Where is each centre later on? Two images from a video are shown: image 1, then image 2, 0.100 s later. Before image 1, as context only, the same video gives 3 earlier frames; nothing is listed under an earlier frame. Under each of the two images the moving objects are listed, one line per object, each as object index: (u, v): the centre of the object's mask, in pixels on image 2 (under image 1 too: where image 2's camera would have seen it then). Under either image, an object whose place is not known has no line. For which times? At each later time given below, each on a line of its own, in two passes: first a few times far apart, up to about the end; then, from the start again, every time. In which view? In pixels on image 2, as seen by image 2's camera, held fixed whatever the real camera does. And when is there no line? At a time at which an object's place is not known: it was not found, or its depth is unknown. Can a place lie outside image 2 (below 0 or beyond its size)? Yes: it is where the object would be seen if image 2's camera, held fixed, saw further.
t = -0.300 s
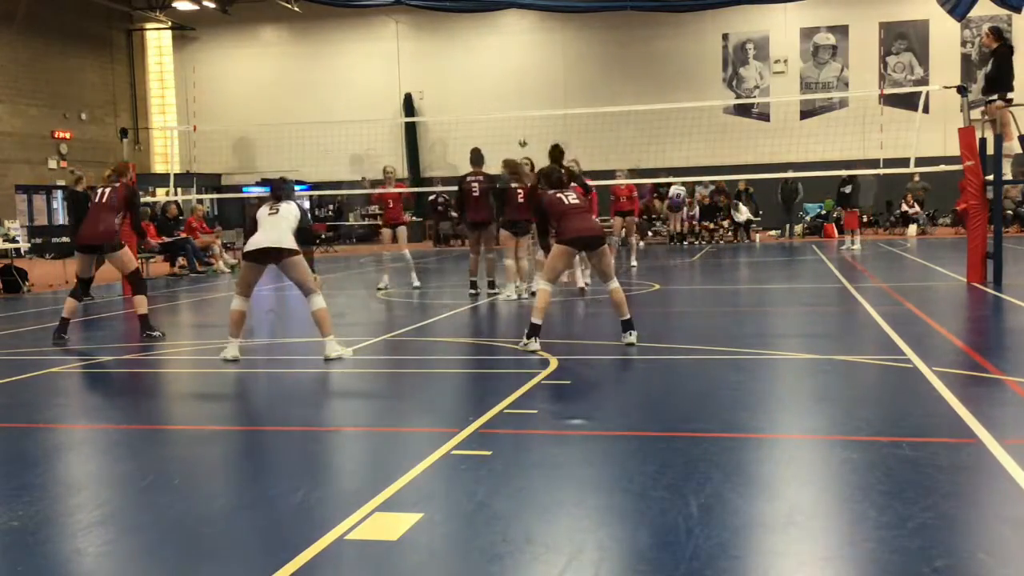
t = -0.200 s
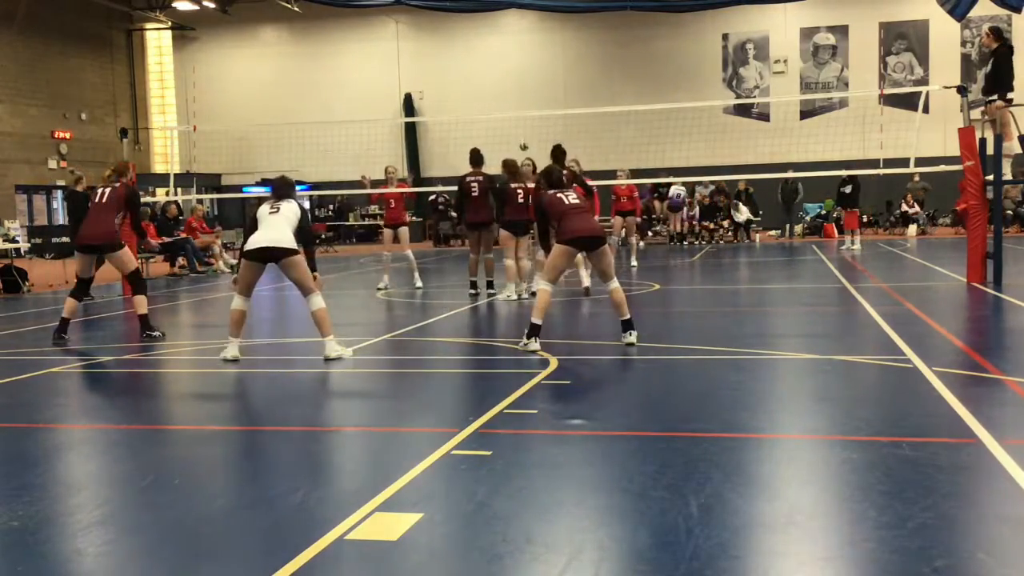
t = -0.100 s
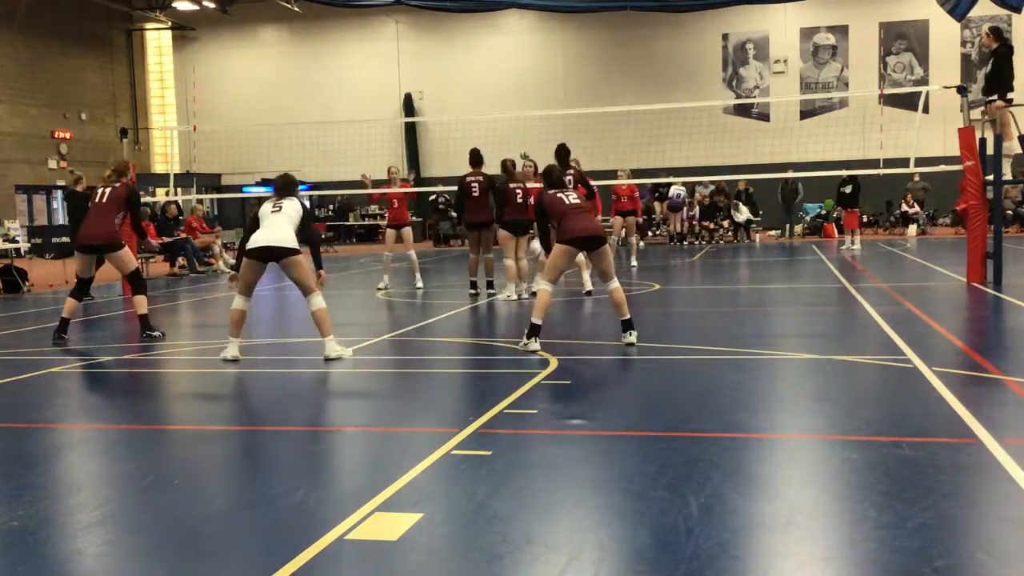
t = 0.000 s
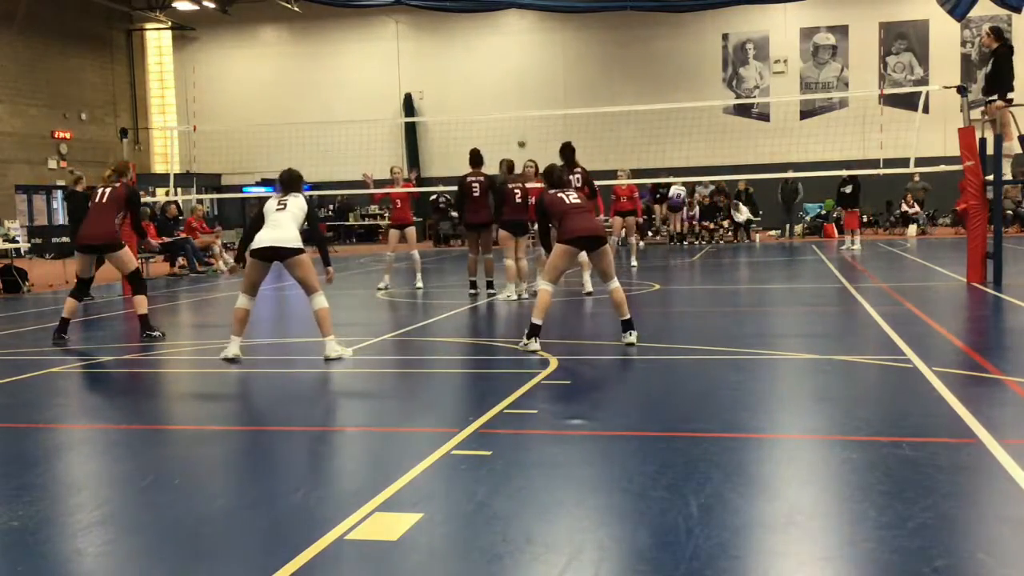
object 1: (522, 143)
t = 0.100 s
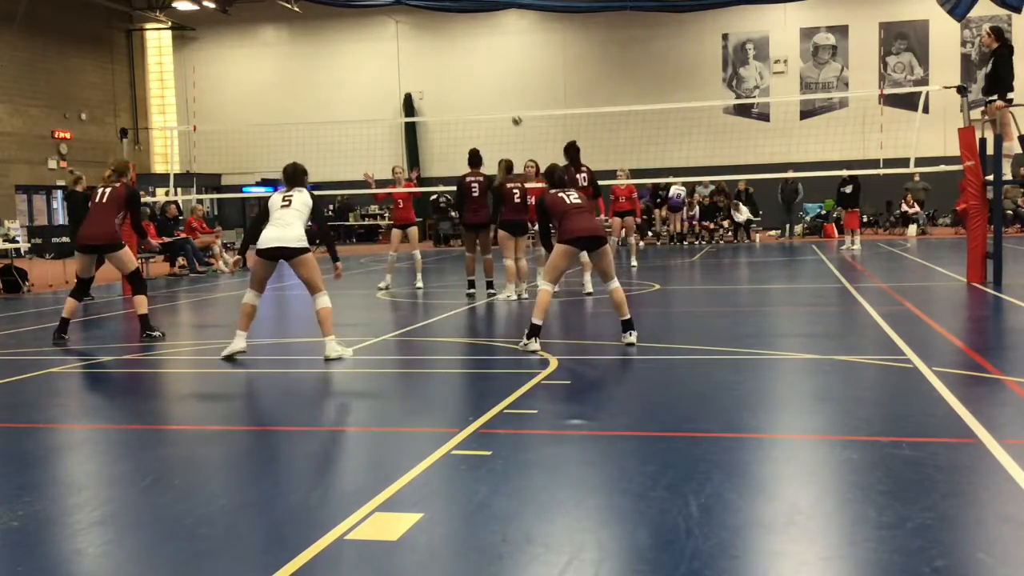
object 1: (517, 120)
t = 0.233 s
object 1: (506, 94)
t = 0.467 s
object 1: (484, 57)
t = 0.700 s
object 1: (456, 49)
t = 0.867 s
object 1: (430, 66)
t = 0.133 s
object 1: (515, 114)
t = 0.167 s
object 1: (512, 106)
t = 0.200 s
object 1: (510, 100)
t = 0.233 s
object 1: (506, 94)
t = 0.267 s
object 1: (504, 85)
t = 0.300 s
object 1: (501, 79)
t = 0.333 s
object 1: (498, 73)
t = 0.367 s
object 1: (494, 69)
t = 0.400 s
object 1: (491, 65)
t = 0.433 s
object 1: (487, 61)
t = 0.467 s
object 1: (484, 57)
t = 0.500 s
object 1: (480, 54)
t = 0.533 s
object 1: (477, 52)
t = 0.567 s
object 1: (473, 50)
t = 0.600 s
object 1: (469, 49)
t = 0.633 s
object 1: (465, 49)
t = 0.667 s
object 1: (461, 49)
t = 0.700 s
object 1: (456, 49)
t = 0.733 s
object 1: (452, 51)
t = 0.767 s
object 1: (447, 52)
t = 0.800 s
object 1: (441, 56)
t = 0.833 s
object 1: (436, 60)
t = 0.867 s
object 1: (430, 66)
